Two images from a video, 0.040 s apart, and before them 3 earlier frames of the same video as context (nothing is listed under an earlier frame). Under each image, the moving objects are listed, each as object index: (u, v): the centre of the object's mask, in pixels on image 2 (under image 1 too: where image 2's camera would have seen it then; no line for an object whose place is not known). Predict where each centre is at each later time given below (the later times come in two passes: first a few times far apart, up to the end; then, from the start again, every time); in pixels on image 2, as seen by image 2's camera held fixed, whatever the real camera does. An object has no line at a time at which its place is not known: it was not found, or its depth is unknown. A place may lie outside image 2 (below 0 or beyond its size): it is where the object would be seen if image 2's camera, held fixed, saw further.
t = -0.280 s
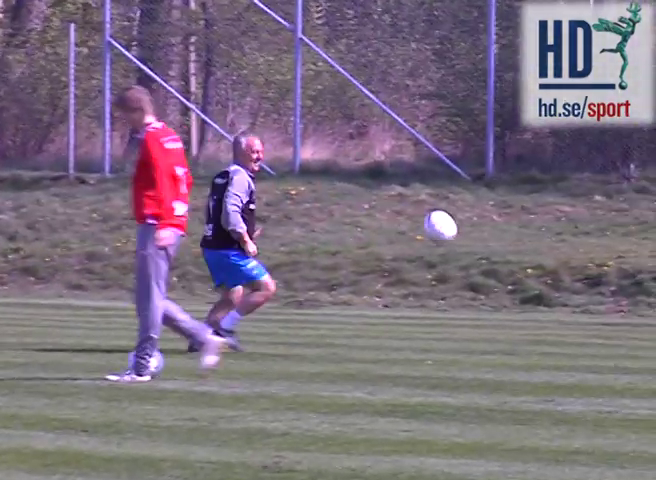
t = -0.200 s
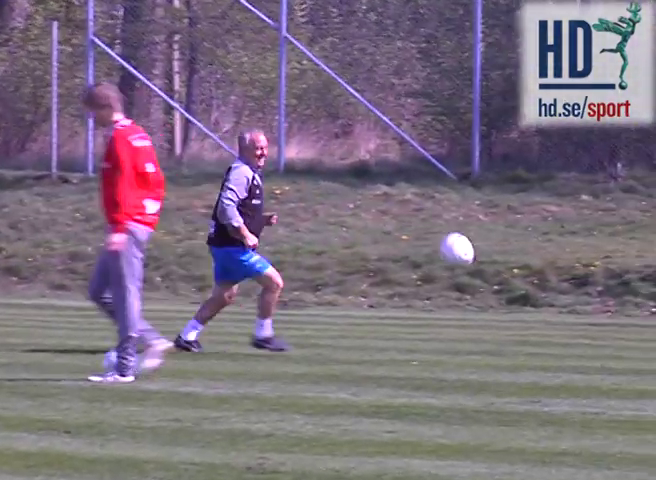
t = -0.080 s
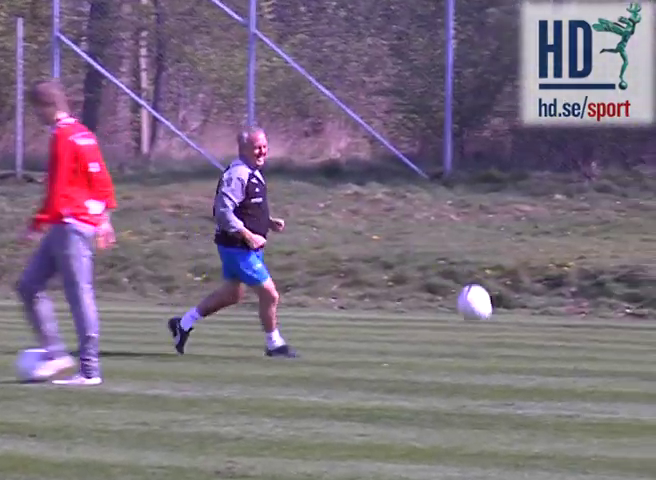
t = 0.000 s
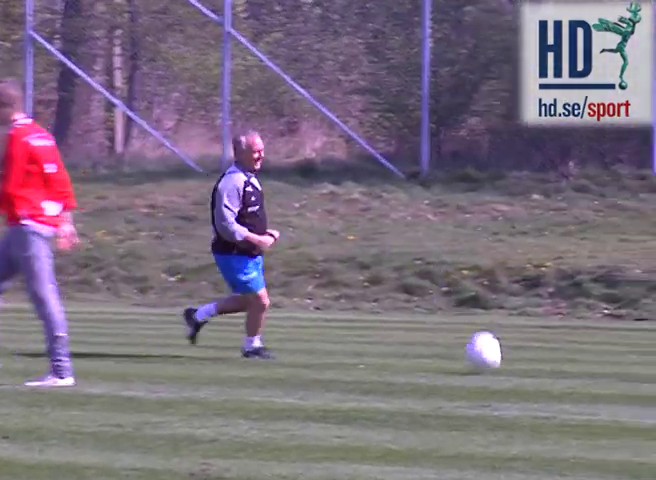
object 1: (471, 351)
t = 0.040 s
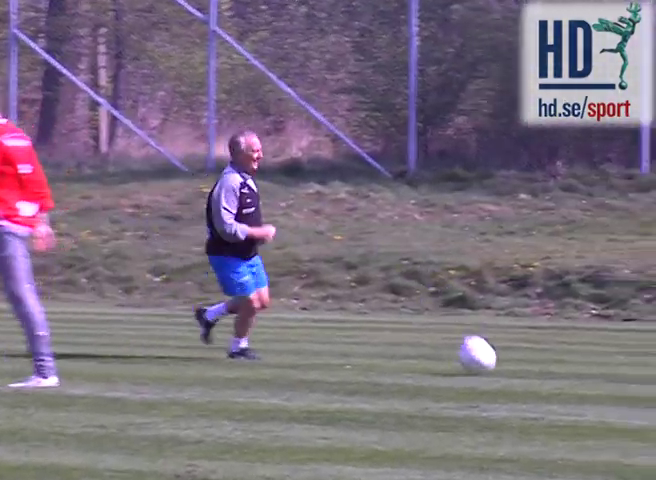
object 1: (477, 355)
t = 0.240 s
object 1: (469, 294)
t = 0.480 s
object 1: (458, 303)
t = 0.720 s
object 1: (446, 354)
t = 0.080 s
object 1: (476, 338)
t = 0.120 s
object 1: (474, 323)
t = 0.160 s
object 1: (472, 311)
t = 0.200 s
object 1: (471, 301)
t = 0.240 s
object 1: (469, 294)
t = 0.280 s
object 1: (468, 290)
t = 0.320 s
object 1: (466, 287)
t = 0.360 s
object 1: (464, 288)
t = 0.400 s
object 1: (461, 290)
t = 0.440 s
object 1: (460, 295)
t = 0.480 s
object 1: (458, 303)
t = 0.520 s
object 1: (456, 312)
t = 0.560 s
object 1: (454, 325)
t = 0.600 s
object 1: (452, 340)
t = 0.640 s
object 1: (449, 358)
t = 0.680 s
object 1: (447, 364)
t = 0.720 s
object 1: (446, 354)
